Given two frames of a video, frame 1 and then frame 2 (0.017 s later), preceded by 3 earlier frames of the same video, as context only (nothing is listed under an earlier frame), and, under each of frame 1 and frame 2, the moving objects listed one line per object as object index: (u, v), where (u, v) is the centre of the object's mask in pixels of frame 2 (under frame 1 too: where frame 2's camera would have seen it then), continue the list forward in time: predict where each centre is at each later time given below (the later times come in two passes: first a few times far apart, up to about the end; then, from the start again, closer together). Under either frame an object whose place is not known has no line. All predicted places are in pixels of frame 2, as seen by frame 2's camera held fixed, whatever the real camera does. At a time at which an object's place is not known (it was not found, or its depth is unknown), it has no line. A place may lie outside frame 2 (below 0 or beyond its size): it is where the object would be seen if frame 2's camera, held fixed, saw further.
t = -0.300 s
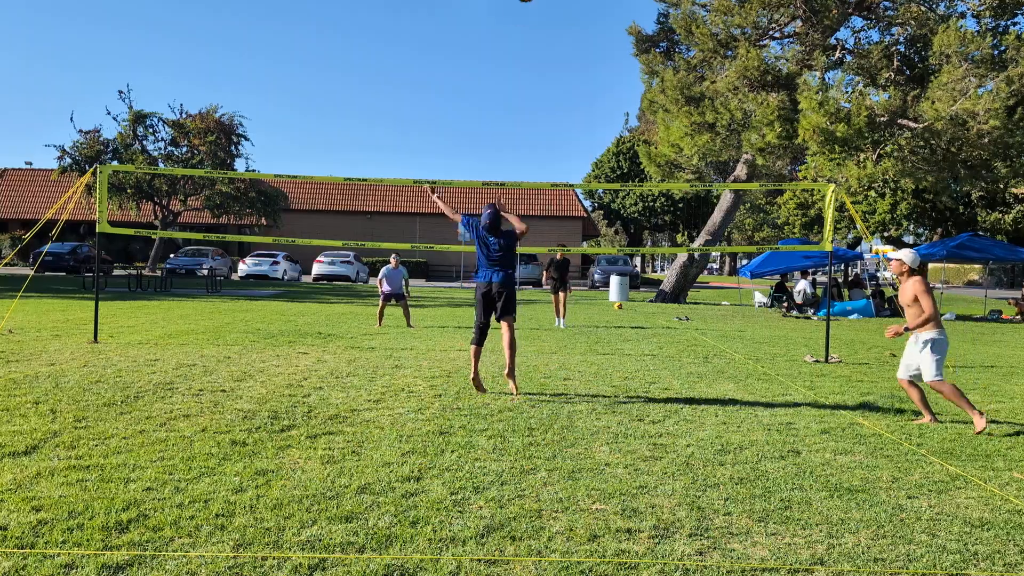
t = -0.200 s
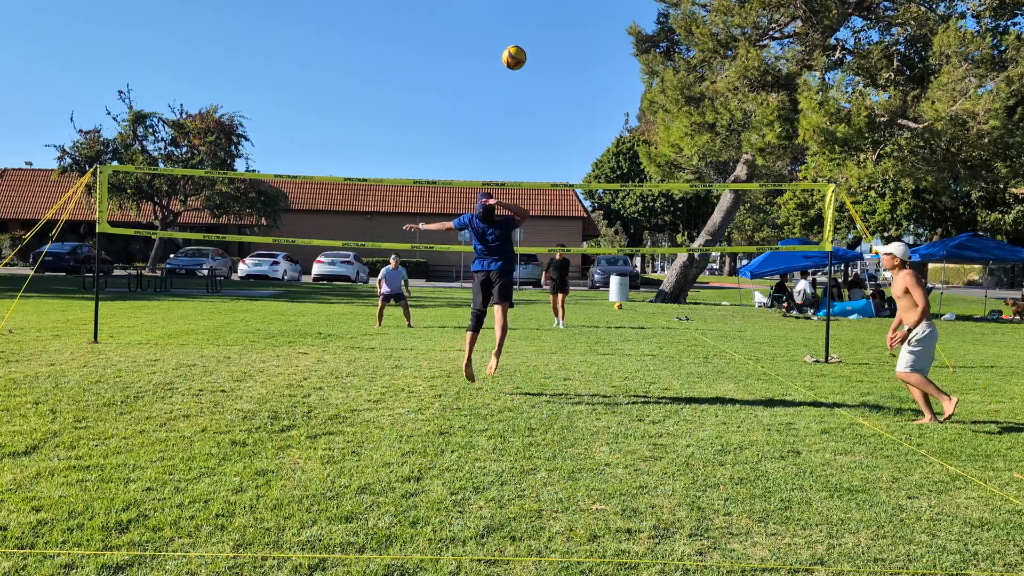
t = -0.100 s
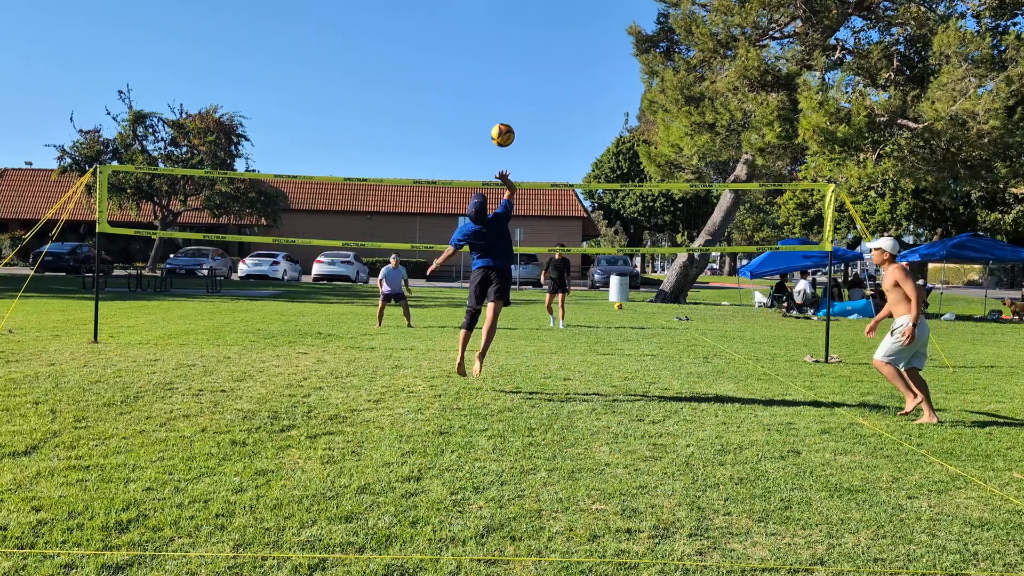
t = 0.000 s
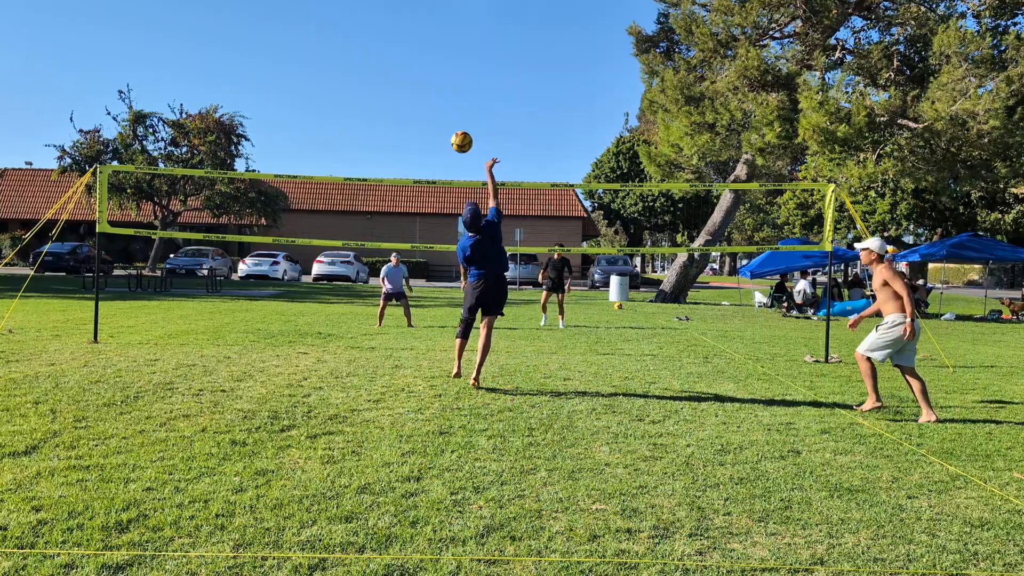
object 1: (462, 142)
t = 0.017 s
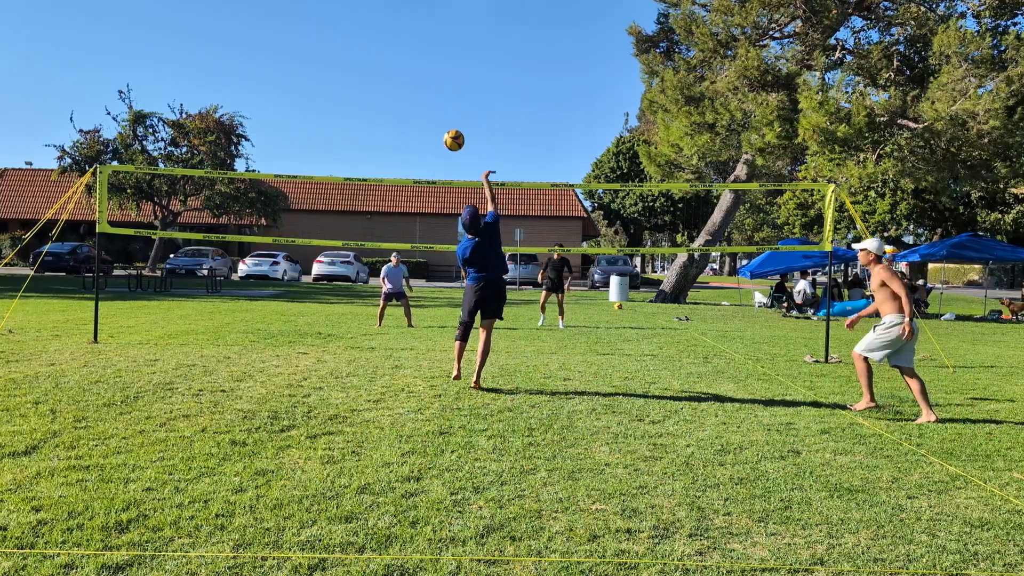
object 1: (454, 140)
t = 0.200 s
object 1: (385, 142)
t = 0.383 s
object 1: (337, 171)
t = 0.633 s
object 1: (290, 235)
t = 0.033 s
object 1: (446, 139)
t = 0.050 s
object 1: (439, 138)
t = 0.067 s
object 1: (432, 137)
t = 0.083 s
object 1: (425, 136)
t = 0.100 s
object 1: (419, 136)
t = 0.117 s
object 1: (413, 137)
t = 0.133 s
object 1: (407, 137)
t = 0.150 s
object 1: (401, 138)
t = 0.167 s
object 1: (395, 139)
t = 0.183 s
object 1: (390, 141)
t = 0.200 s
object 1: (385, 142)
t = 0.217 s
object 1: (380, 144)
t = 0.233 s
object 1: (375, 146)
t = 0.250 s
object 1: (370, 148)
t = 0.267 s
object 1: (365, 150)
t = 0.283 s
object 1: (361, 153)
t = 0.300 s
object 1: (356, 156)
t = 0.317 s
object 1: (352, 159)
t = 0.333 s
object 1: (348, 162)
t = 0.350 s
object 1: (344, 165)
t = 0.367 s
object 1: (340, 169)
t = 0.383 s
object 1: (337, 171)
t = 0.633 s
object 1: (290, 235)
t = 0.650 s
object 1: (287, 246)
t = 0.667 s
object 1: (285, 249)
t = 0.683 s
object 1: (283, 253)
